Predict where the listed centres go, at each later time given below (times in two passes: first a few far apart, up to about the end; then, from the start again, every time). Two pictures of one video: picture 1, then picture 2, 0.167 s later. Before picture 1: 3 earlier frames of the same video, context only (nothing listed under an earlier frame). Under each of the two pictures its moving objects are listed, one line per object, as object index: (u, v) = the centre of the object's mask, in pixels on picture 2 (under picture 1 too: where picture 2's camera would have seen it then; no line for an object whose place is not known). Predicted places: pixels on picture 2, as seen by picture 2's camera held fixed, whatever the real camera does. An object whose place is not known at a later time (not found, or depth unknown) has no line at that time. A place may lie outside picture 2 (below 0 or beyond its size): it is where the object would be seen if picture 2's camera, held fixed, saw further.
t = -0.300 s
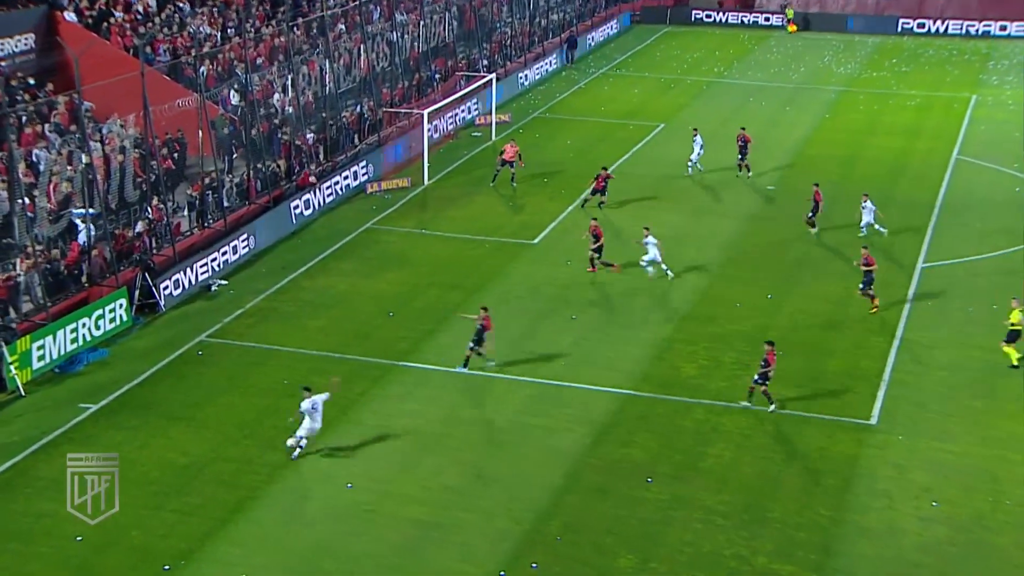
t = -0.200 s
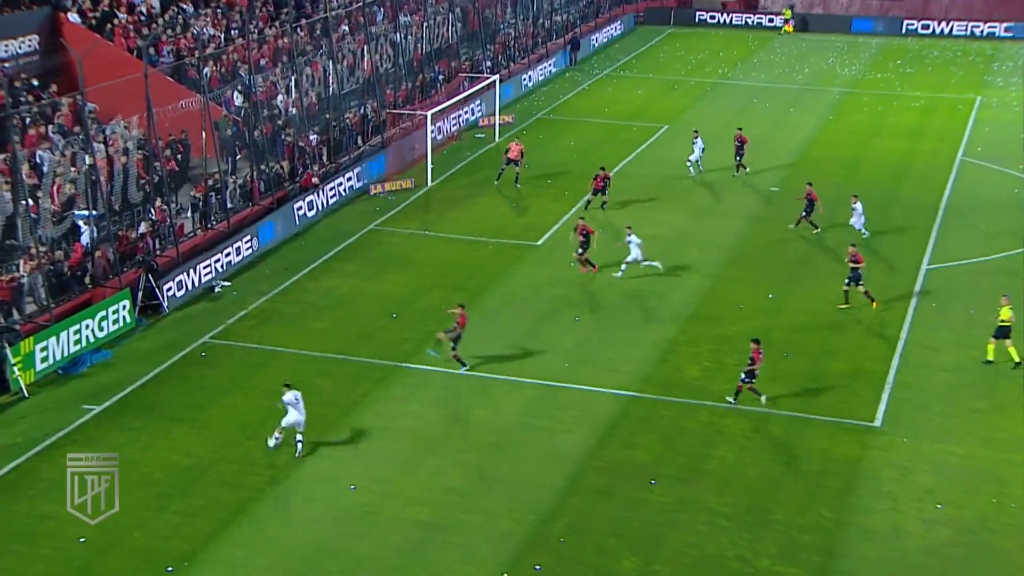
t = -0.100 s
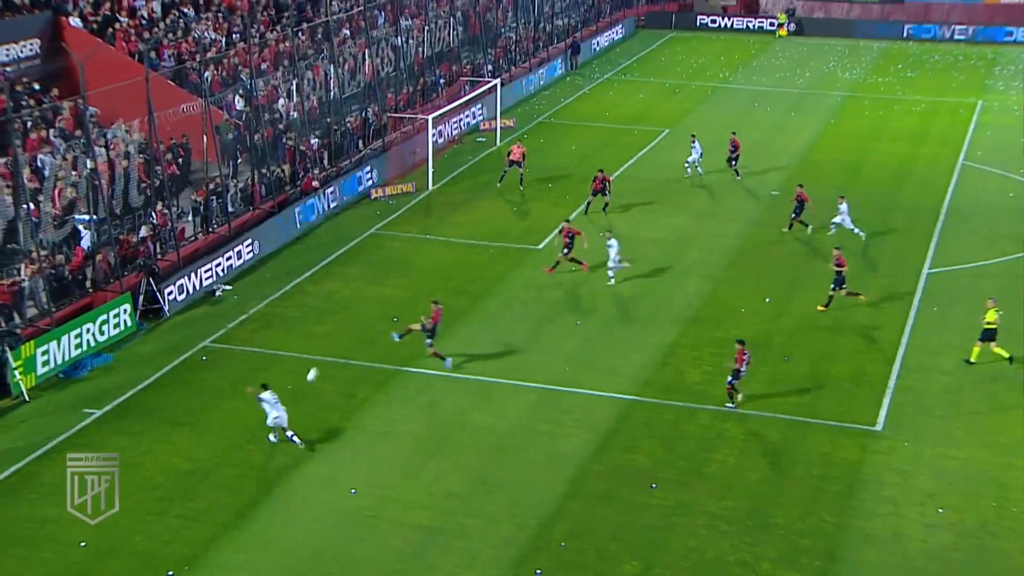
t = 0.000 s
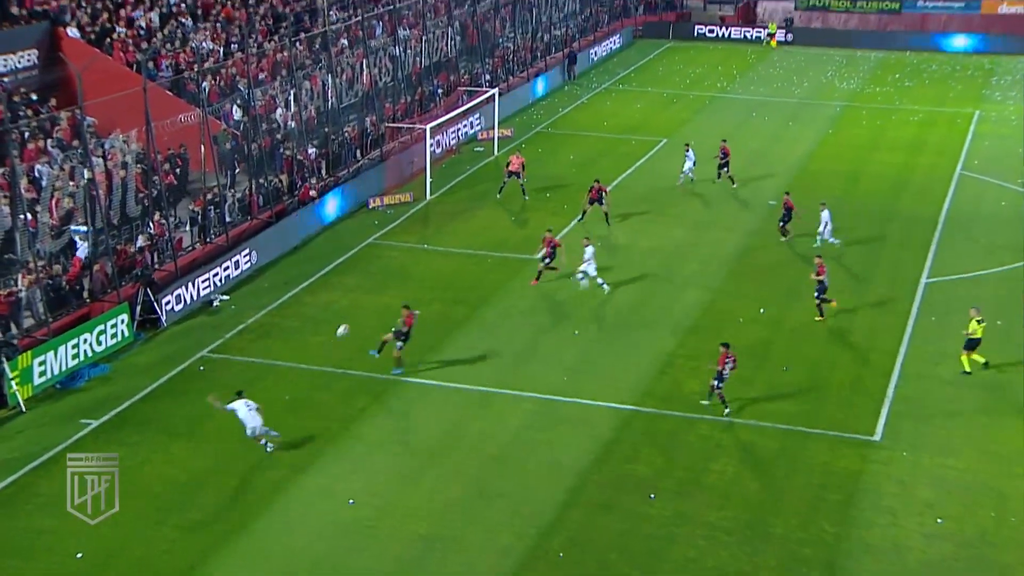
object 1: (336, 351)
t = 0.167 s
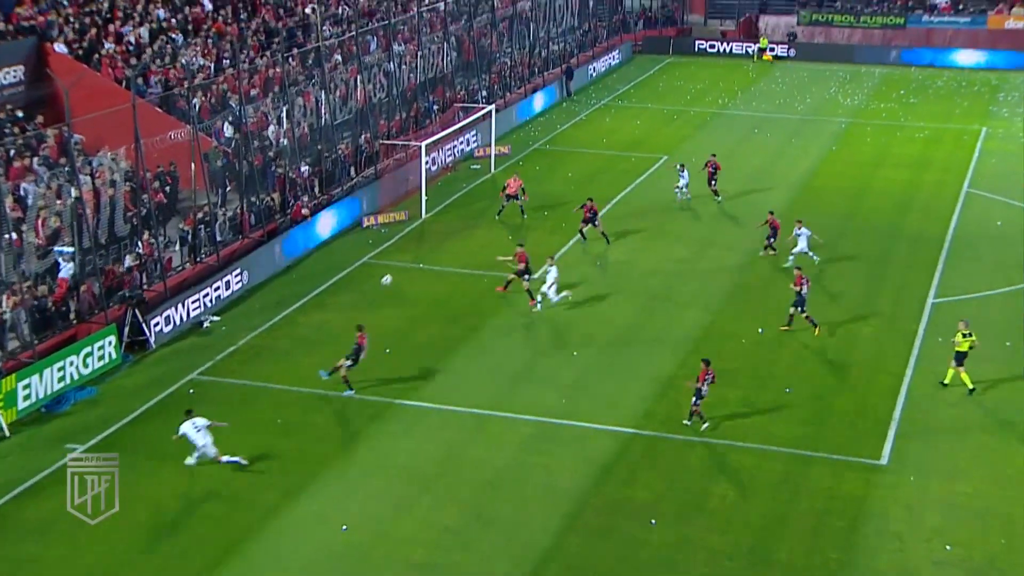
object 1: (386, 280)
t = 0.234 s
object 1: (405, 257)
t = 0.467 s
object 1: (464, 199)
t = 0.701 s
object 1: (517, 164)
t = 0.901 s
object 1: (561, 149)
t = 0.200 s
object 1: (395, 268)
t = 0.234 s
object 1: (405, 257)
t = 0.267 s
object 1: (414, 247)
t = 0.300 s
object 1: (422, 238)
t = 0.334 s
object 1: (430, 228)
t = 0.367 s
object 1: (439, 220)
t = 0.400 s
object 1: (447, 212)
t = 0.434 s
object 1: (455, 205)
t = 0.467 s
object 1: (464, 199)
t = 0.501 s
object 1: (472, 192)
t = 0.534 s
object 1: (479, 186)
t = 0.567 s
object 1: (487, 181)
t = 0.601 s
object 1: (495, 177)
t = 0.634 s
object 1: (502, 172)
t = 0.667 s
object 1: (509, 168)
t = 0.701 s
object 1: (517, 164)
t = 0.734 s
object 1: (524, 160)
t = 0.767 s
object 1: (532, 158)
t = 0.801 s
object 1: (539, 156)
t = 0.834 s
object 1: (546, 153)
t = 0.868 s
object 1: (553, 151)
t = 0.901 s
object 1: (561, 149)
